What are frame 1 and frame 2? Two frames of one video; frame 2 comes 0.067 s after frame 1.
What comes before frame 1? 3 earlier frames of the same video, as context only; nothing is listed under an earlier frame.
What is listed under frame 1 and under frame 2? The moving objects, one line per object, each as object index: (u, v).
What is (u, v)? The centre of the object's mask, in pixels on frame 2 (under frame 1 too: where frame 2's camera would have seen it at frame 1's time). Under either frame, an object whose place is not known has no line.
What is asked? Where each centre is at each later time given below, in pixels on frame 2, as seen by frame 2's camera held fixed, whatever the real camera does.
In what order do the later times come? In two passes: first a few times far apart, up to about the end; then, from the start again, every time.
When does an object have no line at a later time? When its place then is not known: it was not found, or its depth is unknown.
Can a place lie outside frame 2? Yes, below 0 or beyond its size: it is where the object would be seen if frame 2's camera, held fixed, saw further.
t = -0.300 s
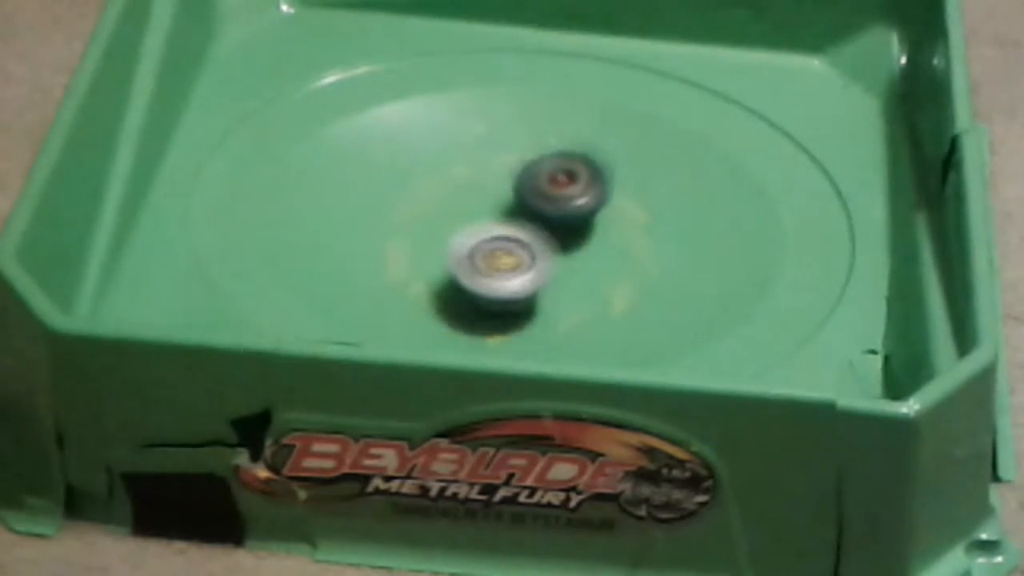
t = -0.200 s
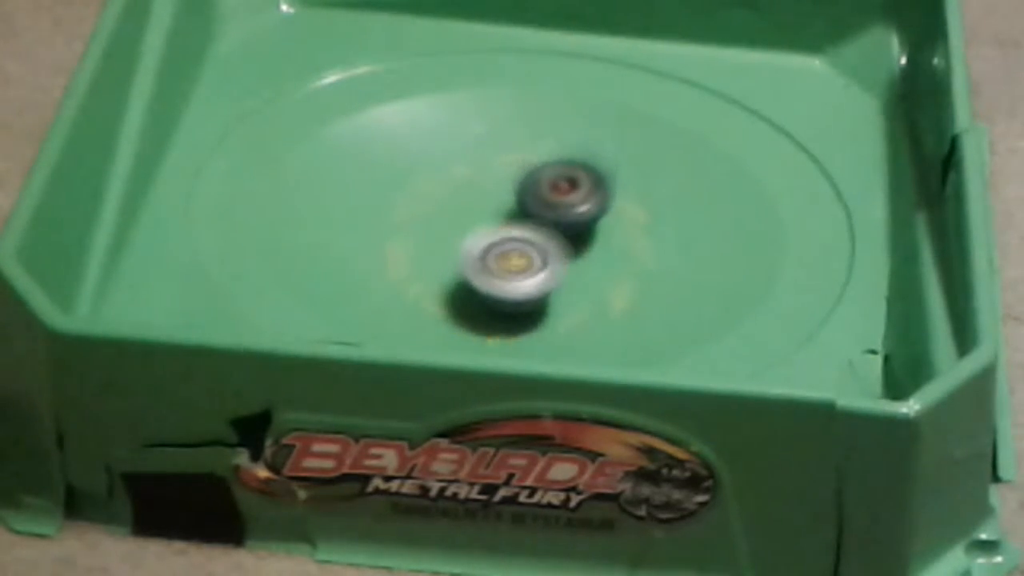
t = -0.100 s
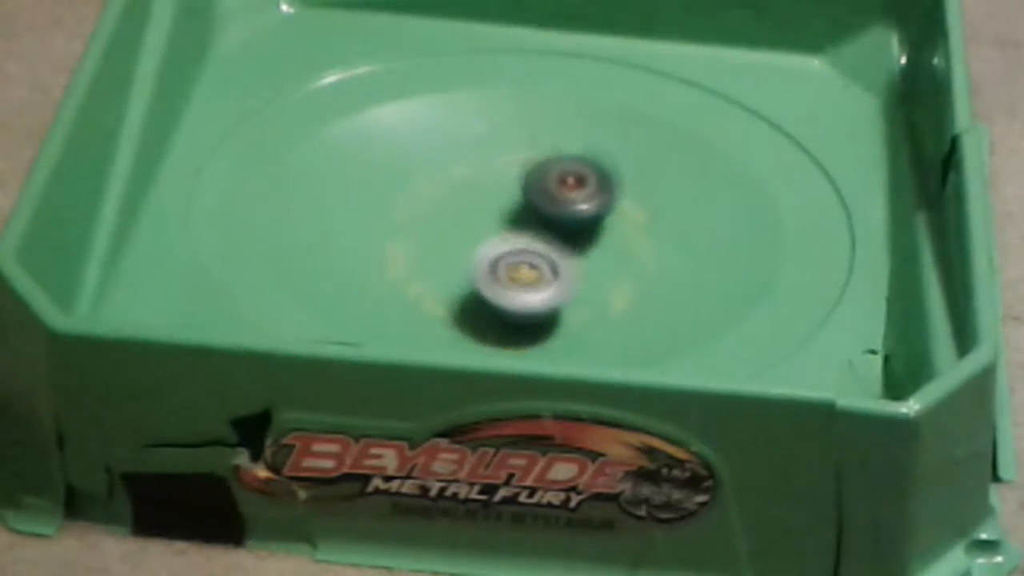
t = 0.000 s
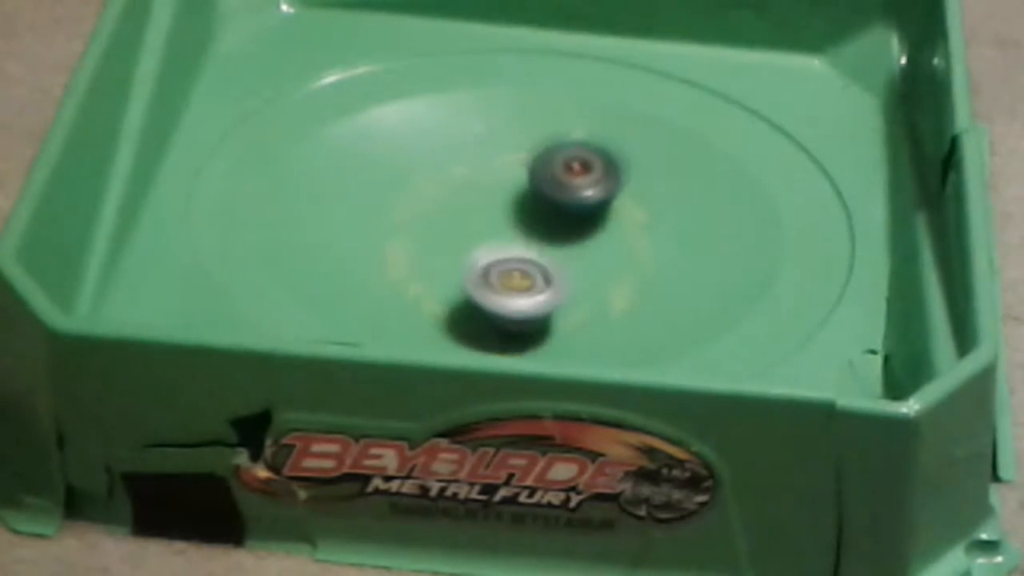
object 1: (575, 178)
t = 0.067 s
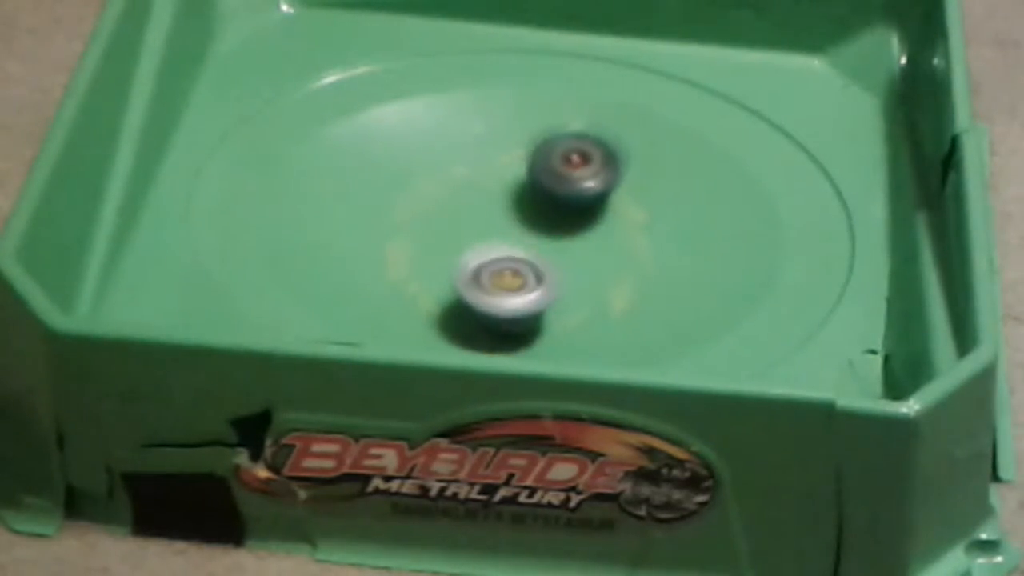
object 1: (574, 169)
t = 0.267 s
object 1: (538, 154)
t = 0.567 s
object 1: (512, 165)
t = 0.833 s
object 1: (521, 162)
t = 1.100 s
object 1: (518, 155)
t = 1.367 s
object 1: (457, 153)
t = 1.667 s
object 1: (465, 197)
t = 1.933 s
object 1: (452, 196)
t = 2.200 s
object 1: (454, 198)
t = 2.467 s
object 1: (437, 192)
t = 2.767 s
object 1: (393, 190)
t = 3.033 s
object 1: (437, 208)
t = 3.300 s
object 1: (459, 192)
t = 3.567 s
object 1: (472, 195)
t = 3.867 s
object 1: (455, 204)
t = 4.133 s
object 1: (462, 219)
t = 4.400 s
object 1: (420, 221)
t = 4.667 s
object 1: (425, 231)
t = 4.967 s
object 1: (472, 224)
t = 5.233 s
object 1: (450, 220)
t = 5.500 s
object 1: (426, 209)
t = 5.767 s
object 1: (436, 190)
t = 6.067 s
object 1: (463, 169)
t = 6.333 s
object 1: (520, 176)
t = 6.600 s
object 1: (529, 158)
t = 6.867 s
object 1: (535, 160)
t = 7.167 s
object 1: (532, 175)
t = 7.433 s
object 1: (512, 187)
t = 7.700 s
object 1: (505, 164)
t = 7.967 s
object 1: (506, 160)
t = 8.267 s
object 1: (527, 161)
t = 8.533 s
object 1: (538, 185)
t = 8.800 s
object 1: (538, 185)
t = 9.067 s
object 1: (537, 153)
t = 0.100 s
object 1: (570, 165)
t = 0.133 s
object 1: (566, 160)
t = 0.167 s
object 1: (562, 157)
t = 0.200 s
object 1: (556, 155)
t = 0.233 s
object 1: (548, 154)
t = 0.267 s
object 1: (538, 154)
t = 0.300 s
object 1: (519, 156)
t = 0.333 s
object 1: (513, 158)
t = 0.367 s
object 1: (509, 161)
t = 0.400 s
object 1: (509, 163)
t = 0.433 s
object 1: (509, 166)
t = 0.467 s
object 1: (510, 166)
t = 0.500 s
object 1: (510, 167)
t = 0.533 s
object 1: (511, 166)
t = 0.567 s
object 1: (512, 165)
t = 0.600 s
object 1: (514, 165)
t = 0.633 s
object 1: (516, 164)
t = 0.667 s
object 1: (517, 164)
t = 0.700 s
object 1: (516, 164)
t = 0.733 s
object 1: (517, 161)
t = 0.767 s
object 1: (516, 163)
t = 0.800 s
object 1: (517, 163)
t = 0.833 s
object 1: (521, 162)
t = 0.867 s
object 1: (523, 163)
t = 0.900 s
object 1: (525, 164)
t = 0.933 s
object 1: (526, 165)
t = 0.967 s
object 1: (528, 165)
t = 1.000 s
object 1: (529, 166)
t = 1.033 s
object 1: (527, 163)
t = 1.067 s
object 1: (524, 158)
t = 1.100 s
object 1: (518, 155)
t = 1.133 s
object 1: (510, 152)
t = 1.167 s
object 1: (502, 149)
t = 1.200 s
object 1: (493, 146)
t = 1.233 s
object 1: (482, 145)
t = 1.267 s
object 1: (472, 145)
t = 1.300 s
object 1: (464, 146)
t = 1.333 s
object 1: (460, 149)
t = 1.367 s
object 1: (457, 153)
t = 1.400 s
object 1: (453, 157)
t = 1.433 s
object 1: (449, 163)
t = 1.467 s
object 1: (445, 169)
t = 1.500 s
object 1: (444, 175)
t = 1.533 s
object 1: (448, 182)
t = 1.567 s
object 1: (452, 184)
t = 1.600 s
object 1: (457, 189)
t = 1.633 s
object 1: (461, 193)
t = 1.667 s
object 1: (465, 197)
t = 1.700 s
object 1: (468, 200)
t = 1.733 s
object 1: (465, 197)
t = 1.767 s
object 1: (462, 196)
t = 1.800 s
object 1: (459, 197)
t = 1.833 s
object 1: (457, 198)
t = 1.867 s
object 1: (455, 197)
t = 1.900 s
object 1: (453, 197)
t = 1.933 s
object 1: (452, 196)
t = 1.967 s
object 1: (451, 197)
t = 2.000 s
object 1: (450, 197)
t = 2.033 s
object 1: (450, 197)
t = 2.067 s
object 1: (451, 196)
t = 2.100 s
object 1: (451, 197)
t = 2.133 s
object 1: (452, 197)
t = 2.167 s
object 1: (453, 196)
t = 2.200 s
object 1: (454, 198)
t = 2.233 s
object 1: (456, 198)
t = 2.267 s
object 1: (458, 198)
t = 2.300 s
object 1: (460, 200)
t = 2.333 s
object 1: (463, 200)
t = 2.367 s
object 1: (466, 202)
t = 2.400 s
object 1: (457, 200)
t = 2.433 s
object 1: (445, 195)
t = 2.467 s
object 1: (437, 192)
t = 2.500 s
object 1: (428, 191)
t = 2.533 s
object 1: (421, 187)
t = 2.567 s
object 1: (413, 188)
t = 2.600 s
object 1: (407, 186)
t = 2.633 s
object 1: (402, 186)
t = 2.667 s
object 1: (396, 188)
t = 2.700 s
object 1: (394, 188)
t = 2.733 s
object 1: (393, 189)
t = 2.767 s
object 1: (393, 190)
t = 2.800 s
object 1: (394, 192)
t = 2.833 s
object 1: (397, 194)
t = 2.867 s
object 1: (401, 197)
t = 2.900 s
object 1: (406, 199)
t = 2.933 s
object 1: (412, 201)
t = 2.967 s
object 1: (419, 203)
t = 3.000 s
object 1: (428, 206)
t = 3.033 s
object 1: (437, 208)
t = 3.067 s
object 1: (445, 208)
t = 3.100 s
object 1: (444, 201)
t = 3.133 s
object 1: (446, 198)
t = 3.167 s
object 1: (448, 197)
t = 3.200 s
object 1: (450, 196)
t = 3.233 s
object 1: (453, 194)
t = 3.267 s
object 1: (456, 193)
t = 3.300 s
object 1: (459, 192)
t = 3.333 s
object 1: (462, 194)
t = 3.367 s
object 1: (466, 192)
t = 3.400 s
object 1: (470, 194)
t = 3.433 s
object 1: (474, 194)
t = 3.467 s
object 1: (478, 195)
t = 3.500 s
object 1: (482, 196)
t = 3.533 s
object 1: (476, 195)
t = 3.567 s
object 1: (472, 195)
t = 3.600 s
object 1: (468, 197)
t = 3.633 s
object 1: (465, 198)
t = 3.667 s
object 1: (462, 200)
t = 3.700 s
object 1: (460, 201)
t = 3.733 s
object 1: (458, 202)
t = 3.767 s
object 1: (457, 201)
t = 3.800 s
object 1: (457, 201)
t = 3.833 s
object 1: (456, 203)
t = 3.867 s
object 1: (455, 204)
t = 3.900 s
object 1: (454, 205)
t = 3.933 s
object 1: (454, 209)
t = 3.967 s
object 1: (455, 211)
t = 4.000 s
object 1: (456, 212)
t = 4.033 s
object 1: (457, 213)
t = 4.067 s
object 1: (459, 215)
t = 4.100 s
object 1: (461, 217)
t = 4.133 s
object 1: (462, 219)
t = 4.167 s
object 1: (463, 220)
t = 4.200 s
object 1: (456, 220)
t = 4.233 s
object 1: (446, 218)
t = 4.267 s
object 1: (439, 217)
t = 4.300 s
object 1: (432, 217)
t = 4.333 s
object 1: (427, 218)
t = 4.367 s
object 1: (423, 220)
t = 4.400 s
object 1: (420, 221)
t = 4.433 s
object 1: (417, 222)
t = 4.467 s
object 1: (415, 224)
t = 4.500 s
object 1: (415, 225)
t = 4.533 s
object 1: (415, 226)
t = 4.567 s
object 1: (417, 228)
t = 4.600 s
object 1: (419, 229)
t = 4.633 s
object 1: (422, 230)
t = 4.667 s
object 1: (425, 231)
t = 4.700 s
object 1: (430, 232)
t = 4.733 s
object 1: (435, 232)
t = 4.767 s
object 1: (441, 231)
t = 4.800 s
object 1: (447, 230)
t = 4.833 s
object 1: (454, 229)
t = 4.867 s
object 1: (461, 229)
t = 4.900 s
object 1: (469, 228)
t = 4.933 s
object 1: (476, 226)
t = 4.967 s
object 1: (472, 224)
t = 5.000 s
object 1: (468, 224)
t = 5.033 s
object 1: (464, 224)
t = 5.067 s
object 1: (460, 223)
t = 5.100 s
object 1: (457, 222)
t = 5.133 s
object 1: (455, 222)
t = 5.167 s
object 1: (453, 221)
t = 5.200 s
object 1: (451, 220)
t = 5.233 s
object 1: (450, 220)
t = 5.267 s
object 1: (449, 219)
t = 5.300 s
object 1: (443, 216)
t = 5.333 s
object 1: (438, 214)
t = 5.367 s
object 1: (433, 211)
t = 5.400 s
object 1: (431, 211)
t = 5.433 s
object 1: (428, 210)
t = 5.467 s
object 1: (427, 210)
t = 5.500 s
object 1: (426, 209)
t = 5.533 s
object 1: (427, 209)
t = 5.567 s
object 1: (429, 208)
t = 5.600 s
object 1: (431, 207)
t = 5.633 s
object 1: (433, 207)
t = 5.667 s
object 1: (436, 203)
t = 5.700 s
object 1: (439, 199)
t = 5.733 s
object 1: (435, 194)
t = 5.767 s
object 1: (436, 190)
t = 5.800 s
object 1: (436, 185)
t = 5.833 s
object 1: (436, 182)
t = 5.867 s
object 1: (438, 179)
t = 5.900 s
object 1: (440, 176)
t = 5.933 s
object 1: (443, 177)
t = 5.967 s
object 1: (448, 174)
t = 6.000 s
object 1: (454, 172)
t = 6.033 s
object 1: (458, 170)
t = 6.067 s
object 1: (463, 169)
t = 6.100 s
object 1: (468, 168)
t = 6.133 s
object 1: (475, 168)
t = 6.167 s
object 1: (481, 169)
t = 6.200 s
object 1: (489, 169)
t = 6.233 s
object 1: (498, 171)
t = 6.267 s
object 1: (506, 173)
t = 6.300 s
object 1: (514, 174)
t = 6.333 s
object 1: (520, 176)
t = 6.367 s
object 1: (524, 174)
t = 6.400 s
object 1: (521, 169)
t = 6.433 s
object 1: (524, 165)
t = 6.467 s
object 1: (527, 162)
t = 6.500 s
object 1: (531, 160)
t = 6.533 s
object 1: (532, 160)
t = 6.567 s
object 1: (530, 158)
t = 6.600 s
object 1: (529, 158)
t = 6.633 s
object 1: (528, 158)
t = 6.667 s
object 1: (525, 159)
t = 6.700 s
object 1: (526, 160)
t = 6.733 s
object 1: (529, 161)
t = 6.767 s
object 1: (532, 163)
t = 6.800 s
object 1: (537, 161)
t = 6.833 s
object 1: (537, 162)
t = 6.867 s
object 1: (535, 160)
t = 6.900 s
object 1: (534, 161)
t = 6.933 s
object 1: (532, 160)
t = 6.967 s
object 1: (530, 161)
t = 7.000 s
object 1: (530, 162)
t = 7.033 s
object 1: (532, 163)
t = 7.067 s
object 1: (533, 165)
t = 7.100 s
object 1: (533, 168)
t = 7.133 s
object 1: (533, 171)
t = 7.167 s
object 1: (532, 175)
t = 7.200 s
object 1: (531, 178)
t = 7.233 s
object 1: (529, 184)
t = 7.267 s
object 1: (528, 186)
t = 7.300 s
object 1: (525, 189)
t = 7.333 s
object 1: (522, 191)
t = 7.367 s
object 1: (521, 192)
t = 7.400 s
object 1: (520, 190)
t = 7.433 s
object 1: (512, 187)
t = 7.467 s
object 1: (508, 185)
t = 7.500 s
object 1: (506, 181)
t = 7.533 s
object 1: (506, 176)
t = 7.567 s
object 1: (504, 175)
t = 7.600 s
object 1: (503, 172)
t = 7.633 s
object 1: (503, 170)
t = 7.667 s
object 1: (503, 167)
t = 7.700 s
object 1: (505, 164)
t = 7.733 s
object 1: (506, 161)
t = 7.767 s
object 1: (506, 159)
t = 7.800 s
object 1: (505, 159)
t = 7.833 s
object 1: (505, 157)
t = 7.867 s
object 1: (504, 157)
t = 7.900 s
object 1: (505, 157)
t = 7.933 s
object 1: (504, 158)
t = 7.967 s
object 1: (506, 160)
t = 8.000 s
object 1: (509, 160)
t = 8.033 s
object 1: (513, 162)
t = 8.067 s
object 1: (517, 162)
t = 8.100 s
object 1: (522, 161)
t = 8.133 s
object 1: (525, 162)
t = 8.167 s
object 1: (527, 162)
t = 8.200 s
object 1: (527, 161)
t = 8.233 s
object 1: (526, 160)
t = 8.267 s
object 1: (527, 161)
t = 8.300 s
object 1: (525, 162)
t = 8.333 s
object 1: (526, 163)
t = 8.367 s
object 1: (530, 167)
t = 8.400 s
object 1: (533, 170)
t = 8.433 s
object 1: (535, 173)
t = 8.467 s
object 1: (537, 178)
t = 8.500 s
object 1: (537, 181)
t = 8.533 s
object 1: (538, 185)
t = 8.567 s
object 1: (538, 188)
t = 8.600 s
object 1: (537, 190)
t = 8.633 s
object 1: (540, 189)
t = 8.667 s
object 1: (540, 189)
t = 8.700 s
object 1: (540, 188)
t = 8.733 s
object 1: (541, 186)
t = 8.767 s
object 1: (538, 187)
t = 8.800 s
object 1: (538, 185)
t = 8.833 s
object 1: (537, 186)
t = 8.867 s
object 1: (535, 185)
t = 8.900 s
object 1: (537, 180)
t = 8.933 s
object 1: (537, 169)
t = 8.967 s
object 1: (540, 163)
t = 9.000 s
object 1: (540, 160)
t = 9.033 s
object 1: (538, 158)
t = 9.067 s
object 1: (537, 153)
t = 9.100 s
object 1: (537, 149)
